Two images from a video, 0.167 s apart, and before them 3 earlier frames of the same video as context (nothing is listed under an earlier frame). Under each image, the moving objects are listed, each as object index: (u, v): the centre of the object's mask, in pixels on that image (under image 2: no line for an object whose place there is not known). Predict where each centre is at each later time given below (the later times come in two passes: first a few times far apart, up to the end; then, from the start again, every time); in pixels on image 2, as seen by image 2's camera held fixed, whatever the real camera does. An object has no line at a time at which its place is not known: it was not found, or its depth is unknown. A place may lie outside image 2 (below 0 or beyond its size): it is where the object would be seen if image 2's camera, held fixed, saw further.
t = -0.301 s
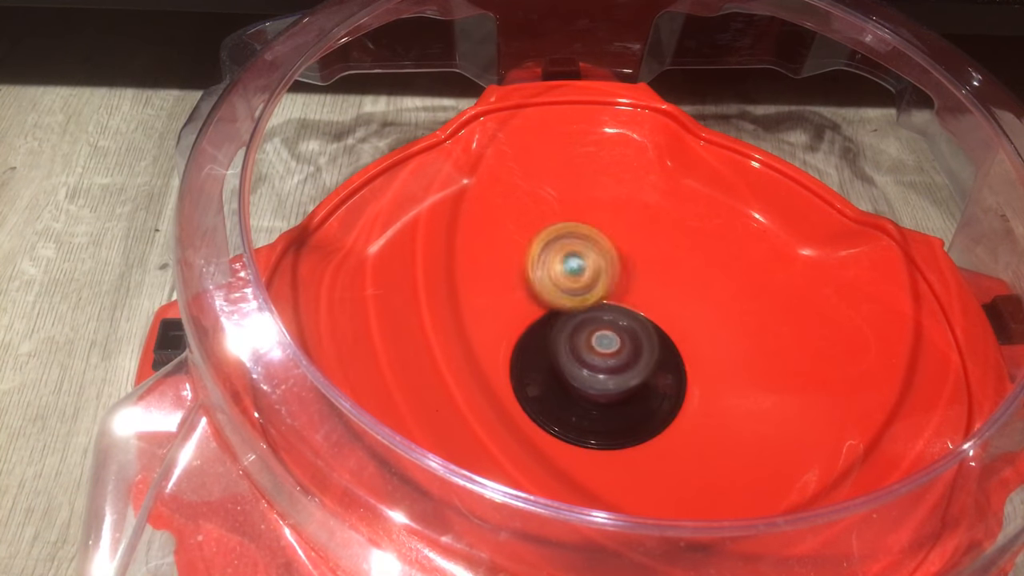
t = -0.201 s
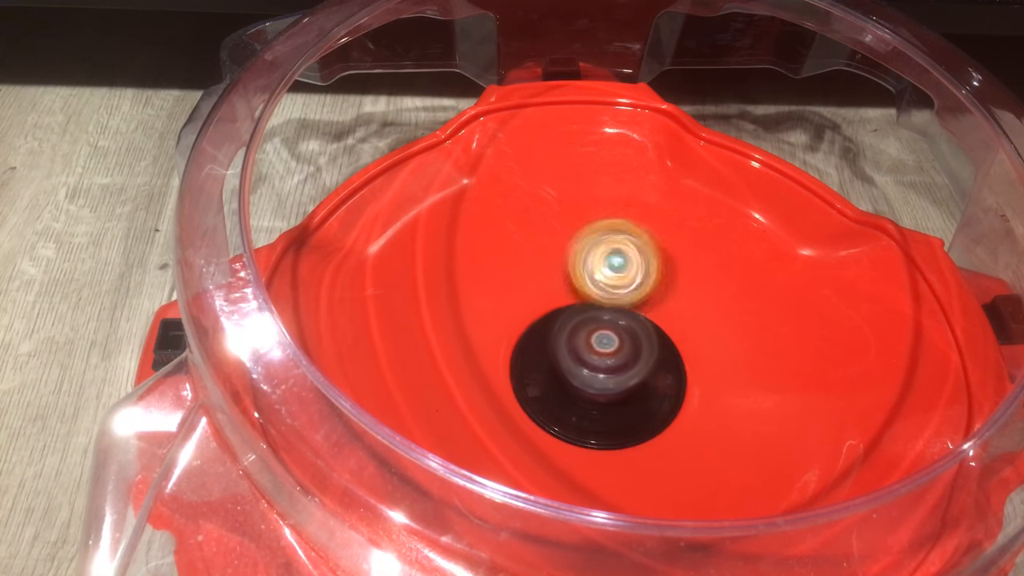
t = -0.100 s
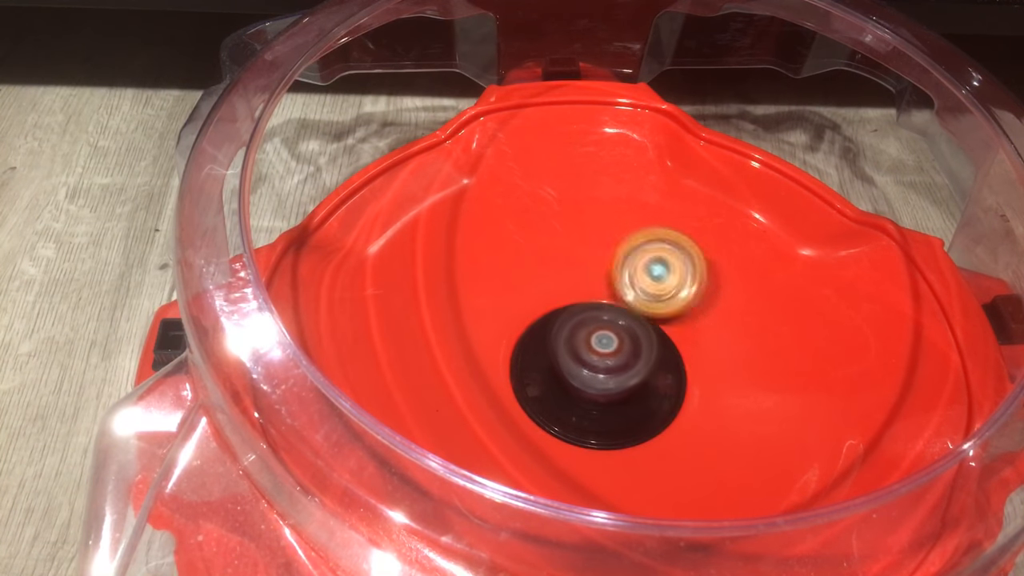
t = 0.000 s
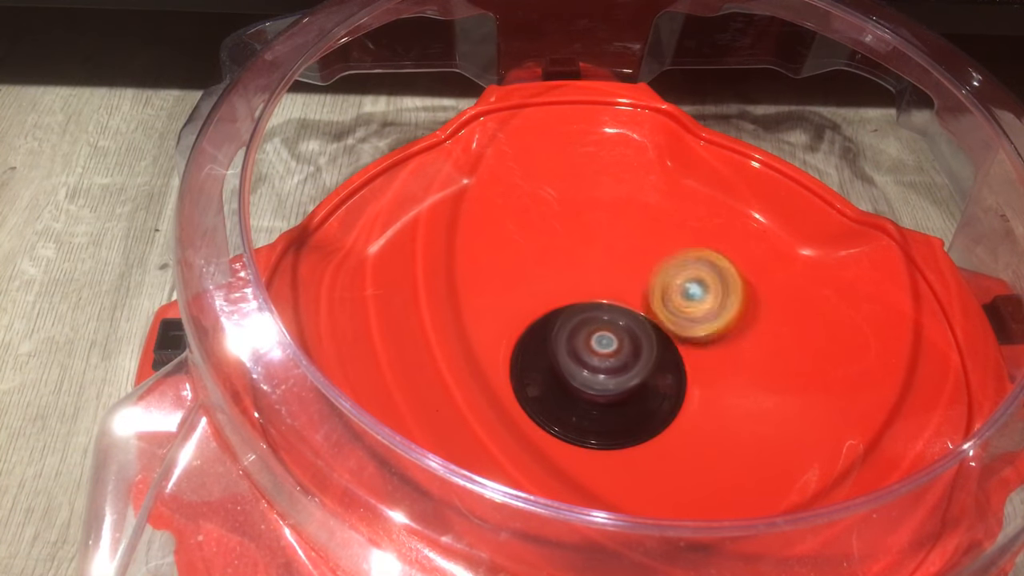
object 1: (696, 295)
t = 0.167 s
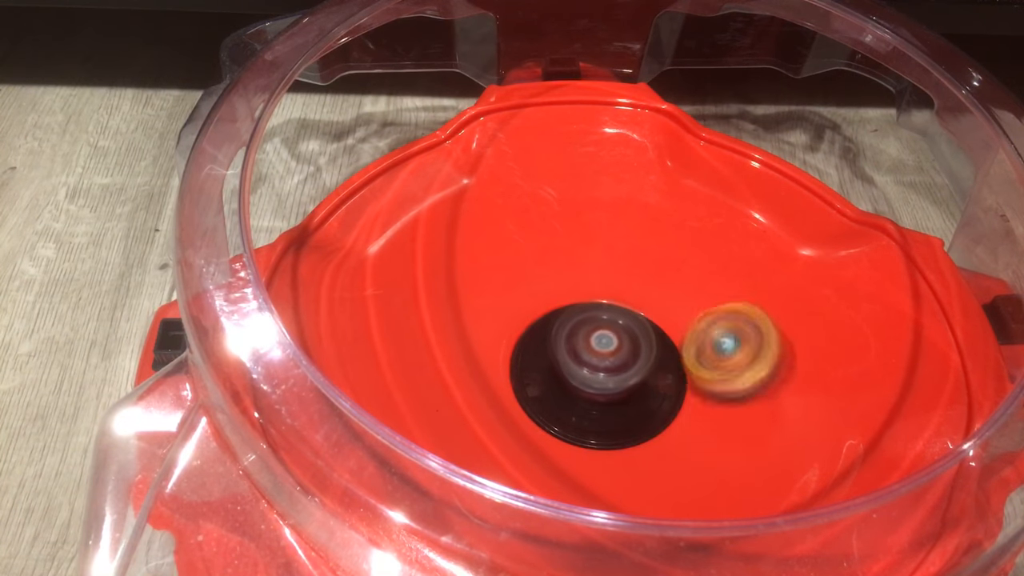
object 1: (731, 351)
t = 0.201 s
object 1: (732, 379)
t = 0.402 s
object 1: (676, 439)
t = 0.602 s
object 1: (575, 436)
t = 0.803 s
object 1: (483, 386)
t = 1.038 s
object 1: (492, 312)
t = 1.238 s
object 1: (549, 233)
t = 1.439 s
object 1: (636, 235)
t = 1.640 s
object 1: (726, 272)
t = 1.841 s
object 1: (731, 307)
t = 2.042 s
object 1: (732, 329)
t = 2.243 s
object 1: (720, 316)
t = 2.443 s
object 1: (720, 317)
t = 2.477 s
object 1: (720, 321)
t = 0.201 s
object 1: (732, 379)
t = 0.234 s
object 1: (728, 392)
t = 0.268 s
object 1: (721, 403)
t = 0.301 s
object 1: (714, 413)
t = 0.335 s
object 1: (703, 424)
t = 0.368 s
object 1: (691, 432)
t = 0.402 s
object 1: (676, 439)
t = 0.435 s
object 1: (659, 444)
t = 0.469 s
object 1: (643, 446)
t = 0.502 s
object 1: (626, 446)
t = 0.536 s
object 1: (609, 445)
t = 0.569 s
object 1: (591, 441)
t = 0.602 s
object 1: (575, 436)
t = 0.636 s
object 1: (561, 429)
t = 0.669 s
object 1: (547, 420)
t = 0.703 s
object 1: (531, 413)
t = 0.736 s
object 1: (507, 407)
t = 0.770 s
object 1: (493, 398)
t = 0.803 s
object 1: (483, 386)
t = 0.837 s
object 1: (477, 376)
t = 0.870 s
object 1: (473, 364)
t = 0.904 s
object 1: (471, 352)
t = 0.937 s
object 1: (473, 341)
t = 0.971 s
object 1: (477, 330)
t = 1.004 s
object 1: (483, 320)
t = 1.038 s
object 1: (492, 312)
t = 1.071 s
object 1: (502, 304)
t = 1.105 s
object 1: (513, 298)
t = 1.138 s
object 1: (526, 293)
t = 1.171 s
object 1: (532, 274)
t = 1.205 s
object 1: (540, 247)
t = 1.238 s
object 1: (549, 233)
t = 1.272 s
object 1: (562, 222)
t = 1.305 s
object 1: (573, 218)
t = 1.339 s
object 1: (586, 220)
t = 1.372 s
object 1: (601, 224)
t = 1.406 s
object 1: (620, 228)
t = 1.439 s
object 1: (636, 235)
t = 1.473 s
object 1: (655, 241)
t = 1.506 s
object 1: (673, 247)
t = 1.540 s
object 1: (690, 256)
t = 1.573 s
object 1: (703, 261)
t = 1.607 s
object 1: (717, 267)
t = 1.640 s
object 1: (726, 272)
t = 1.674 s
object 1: (730, 276)
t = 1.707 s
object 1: (733, 282)
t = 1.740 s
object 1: (733, 289)
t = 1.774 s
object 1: (731, 294)
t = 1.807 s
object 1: (730, 301)
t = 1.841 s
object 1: (731, 307)
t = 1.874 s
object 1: (730, 313)
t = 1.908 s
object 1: (729, 319)
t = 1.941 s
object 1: (730, 324)
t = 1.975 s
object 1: (731, 327)
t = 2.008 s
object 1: (732, 329)
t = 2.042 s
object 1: (732, 329)
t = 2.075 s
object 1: (730, 328)
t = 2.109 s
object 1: (728, 326)
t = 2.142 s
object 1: (725, 324)
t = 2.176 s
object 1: (722, 322)
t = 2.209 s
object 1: (721, 319)
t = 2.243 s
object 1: (720, 316)
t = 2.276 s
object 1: (719, 313)
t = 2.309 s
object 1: (719, 312)
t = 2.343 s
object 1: (719, 311)
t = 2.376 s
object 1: (719, 313)
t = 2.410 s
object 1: (719, 315)
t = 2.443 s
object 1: (720, 317)
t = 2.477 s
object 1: (720, 321)
